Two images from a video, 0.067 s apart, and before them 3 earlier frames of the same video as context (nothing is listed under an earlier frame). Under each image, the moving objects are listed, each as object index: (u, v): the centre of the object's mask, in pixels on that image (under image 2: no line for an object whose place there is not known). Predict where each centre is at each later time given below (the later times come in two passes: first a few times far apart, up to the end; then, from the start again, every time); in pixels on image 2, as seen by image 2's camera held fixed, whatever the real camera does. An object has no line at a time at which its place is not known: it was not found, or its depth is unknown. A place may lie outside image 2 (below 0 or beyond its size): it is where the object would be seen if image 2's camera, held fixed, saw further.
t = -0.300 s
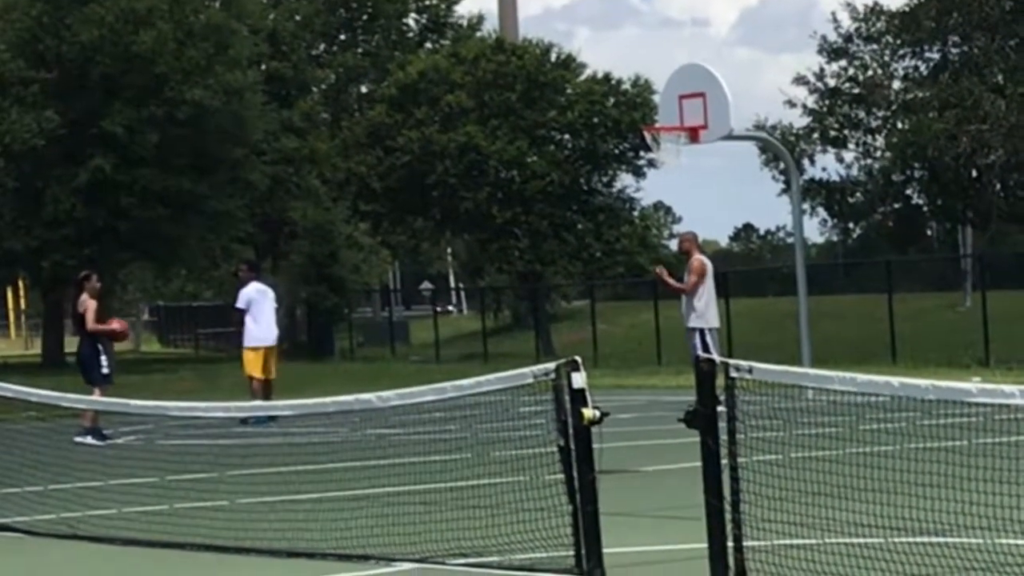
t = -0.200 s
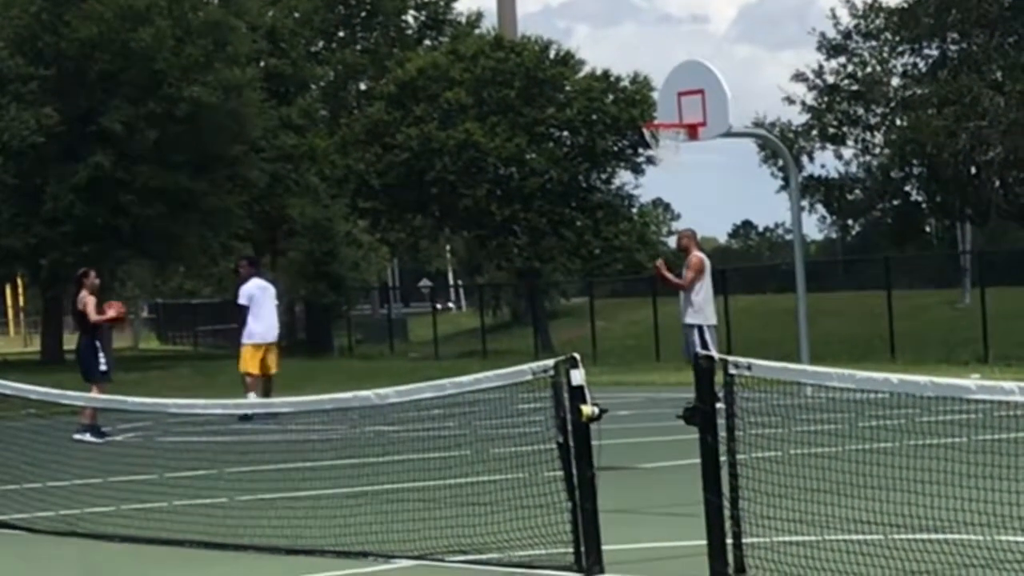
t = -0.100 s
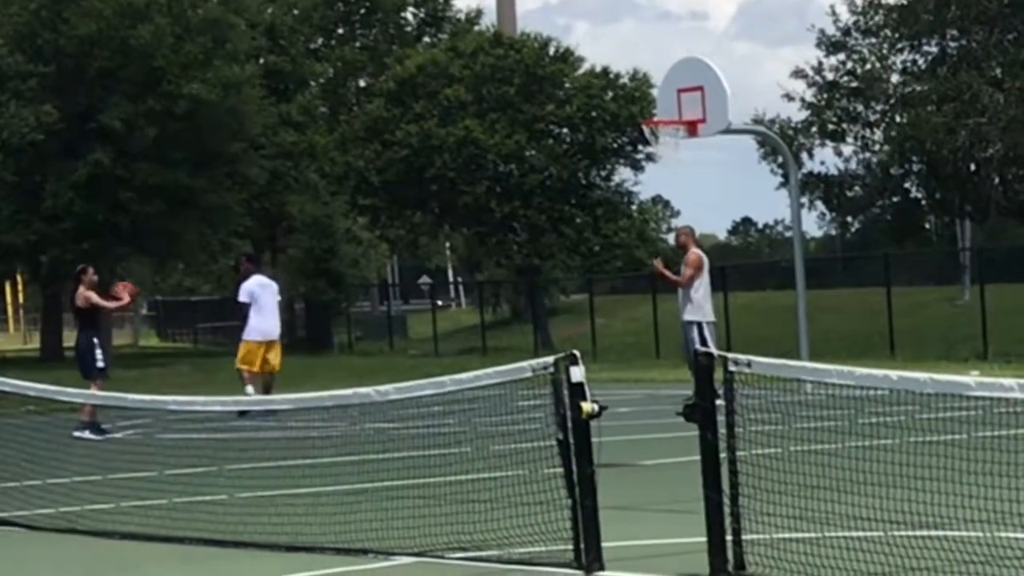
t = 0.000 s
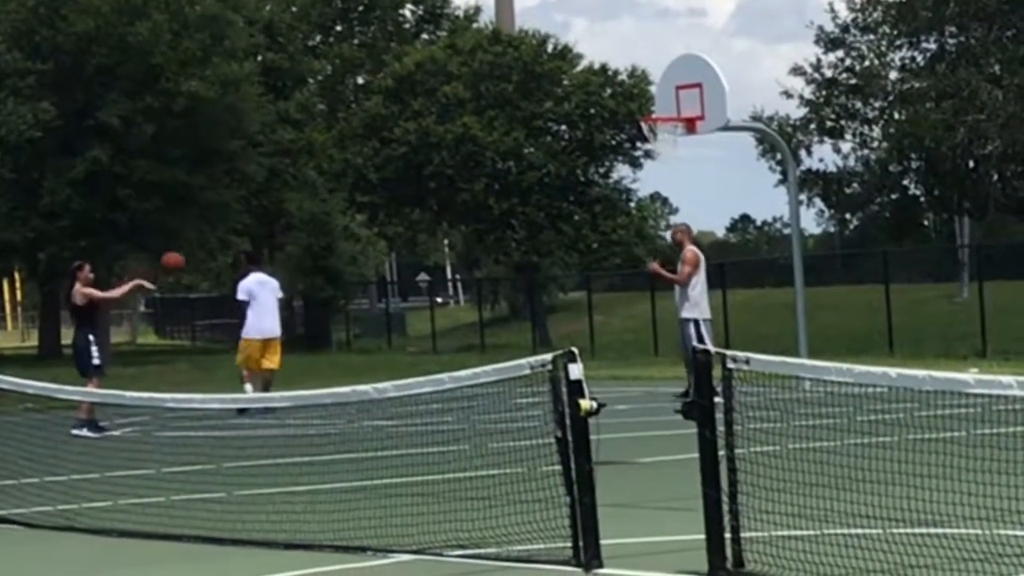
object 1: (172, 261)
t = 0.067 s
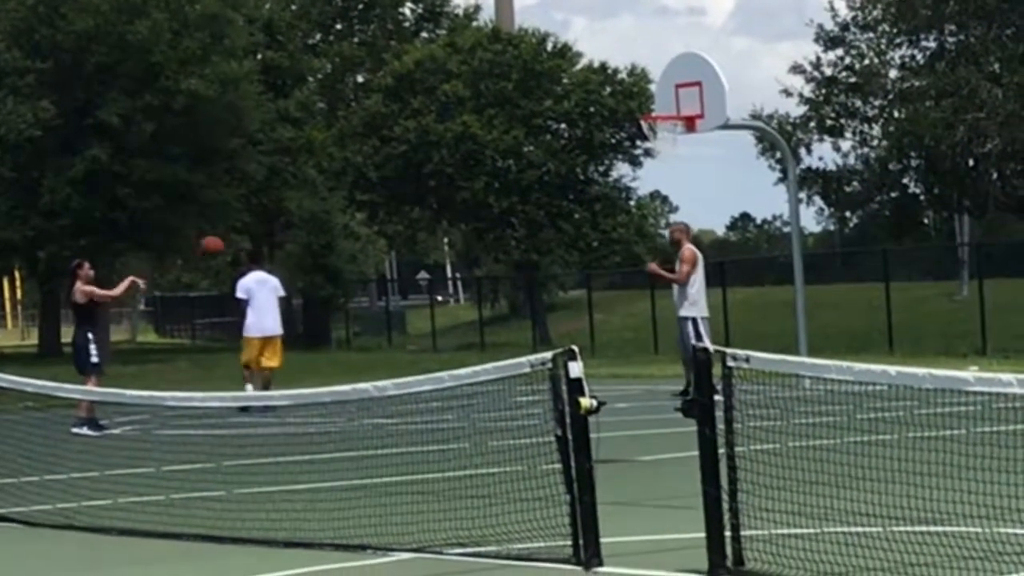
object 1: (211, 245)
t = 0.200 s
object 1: (288, 230)
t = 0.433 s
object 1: (420, 249)
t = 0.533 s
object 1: (474, 271)
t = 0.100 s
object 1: (230, 240)
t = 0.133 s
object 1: (249, 236)
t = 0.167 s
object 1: (268, 233)
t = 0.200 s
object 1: (288, 230)
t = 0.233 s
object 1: (307, 230)
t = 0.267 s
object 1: (326, 230)
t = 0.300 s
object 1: (345, 233)
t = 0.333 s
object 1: (364, 234)
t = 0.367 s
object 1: (382, 239)
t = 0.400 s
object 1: (399, 243)
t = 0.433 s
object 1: (420, 249)
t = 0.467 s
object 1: (437, 254)
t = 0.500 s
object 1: (458, 263)
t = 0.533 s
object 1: (474, 271)
